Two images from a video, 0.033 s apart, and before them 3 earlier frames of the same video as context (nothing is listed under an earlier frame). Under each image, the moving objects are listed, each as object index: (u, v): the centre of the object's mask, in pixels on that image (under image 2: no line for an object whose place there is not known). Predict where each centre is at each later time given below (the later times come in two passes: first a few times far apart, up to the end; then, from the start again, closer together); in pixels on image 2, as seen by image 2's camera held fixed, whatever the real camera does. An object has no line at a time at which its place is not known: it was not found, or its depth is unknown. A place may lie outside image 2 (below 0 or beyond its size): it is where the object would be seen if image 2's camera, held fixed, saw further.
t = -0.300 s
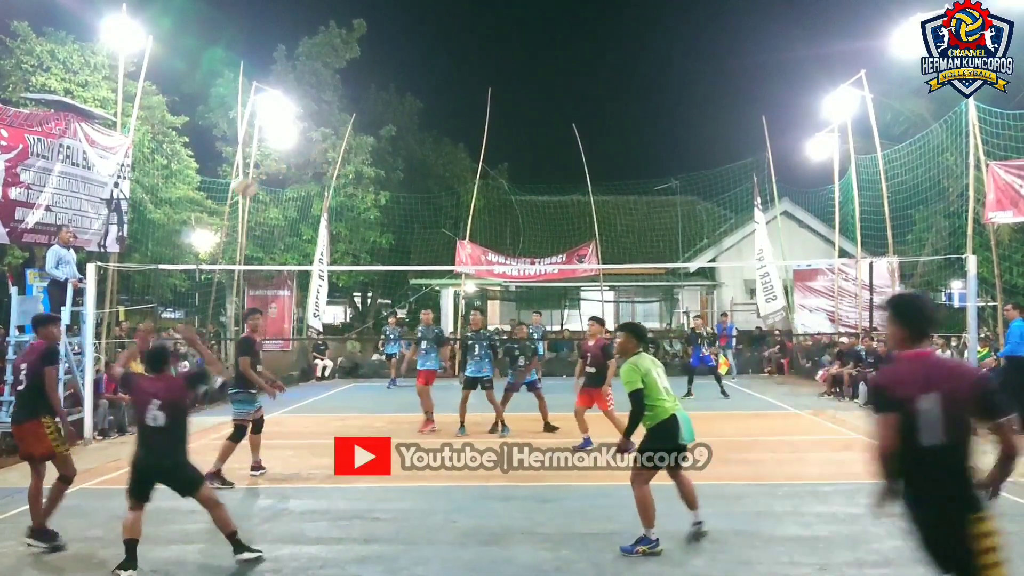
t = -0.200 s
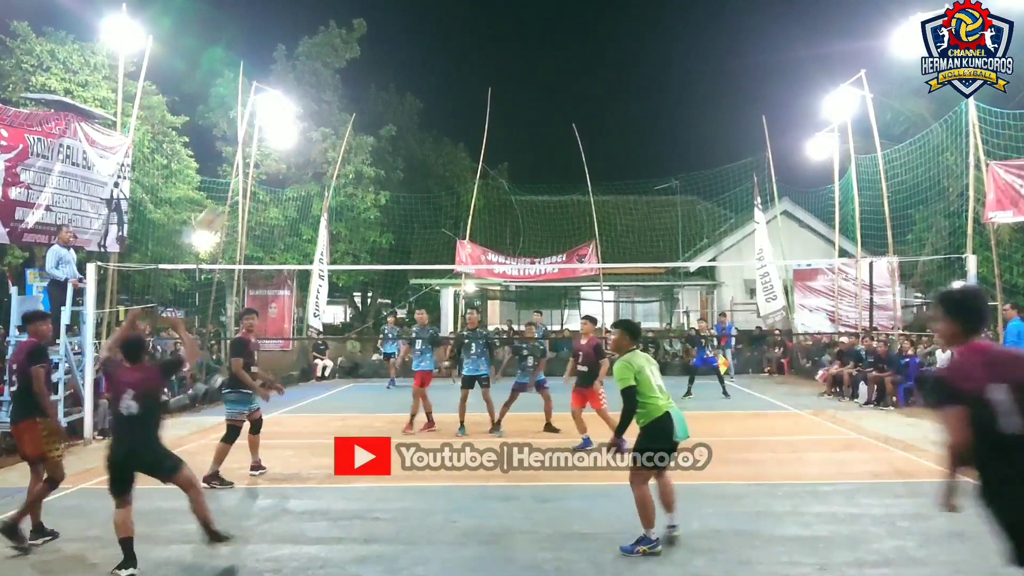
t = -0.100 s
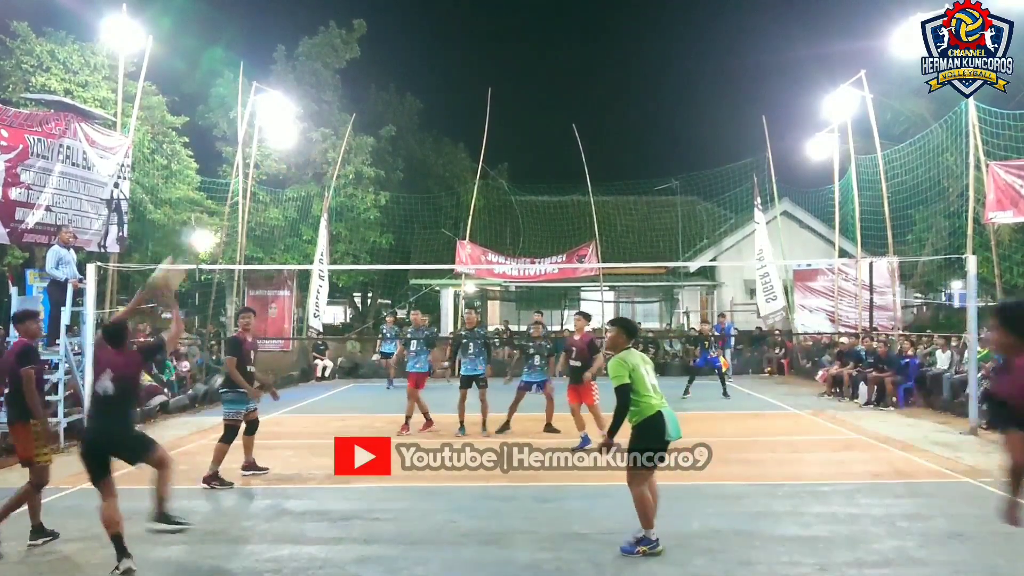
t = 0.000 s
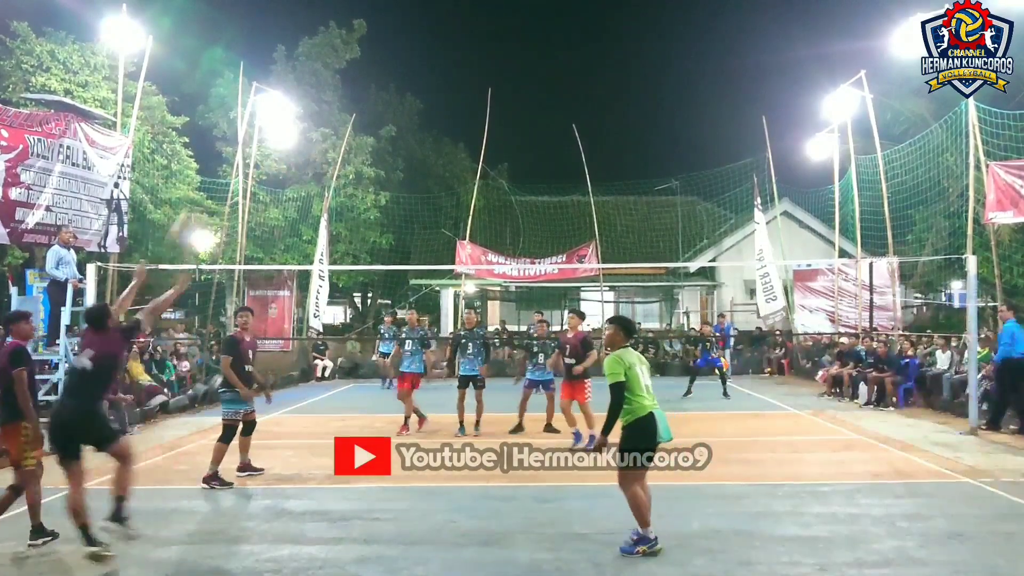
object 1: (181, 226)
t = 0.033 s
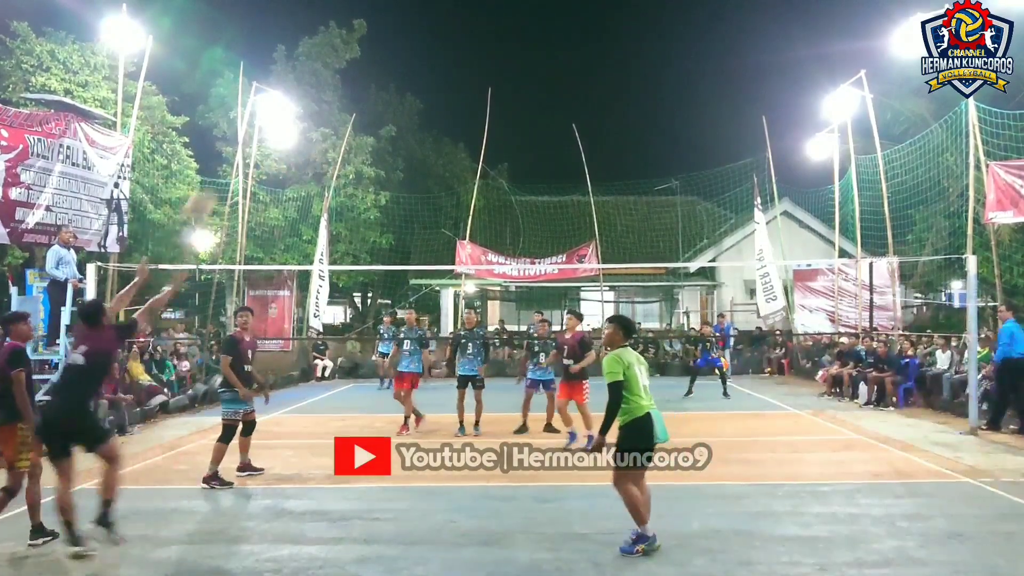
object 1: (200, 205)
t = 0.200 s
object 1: (251, 125)
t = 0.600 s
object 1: (367, 72)
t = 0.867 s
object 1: (416, 120)
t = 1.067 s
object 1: (447, 183)
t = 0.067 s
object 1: (214, 182)
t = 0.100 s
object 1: (225, 163)
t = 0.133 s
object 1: (231, 147)
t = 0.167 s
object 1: (252, 132)
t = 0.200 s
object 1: (251, 125)
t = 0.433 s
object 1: (330, 71)
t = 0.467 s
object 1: (337, 70)
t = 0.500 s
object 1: (345, 69)
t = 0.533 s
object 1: (353, 69)
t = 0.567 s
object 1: (360, 70)
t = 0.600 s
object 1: (367, 72)
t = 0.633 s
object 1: (374, 75)
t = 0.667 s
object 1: (380, 79)
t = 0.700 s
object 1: (387, 84)
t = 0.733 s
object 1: (393, 89)
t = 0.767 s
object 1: (399, 96)
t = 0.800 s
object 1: (405, 103)
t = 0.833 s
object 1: (411, 111)
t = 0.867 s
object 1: (416, 120)
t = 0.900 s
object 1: (422, 129)
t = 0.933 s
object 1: (427, 139)
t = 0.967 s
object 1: (432, 149)
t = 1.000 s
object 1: (437, 160)
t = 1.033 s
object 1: (442, 171)
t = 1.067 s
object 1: (447, 183)
